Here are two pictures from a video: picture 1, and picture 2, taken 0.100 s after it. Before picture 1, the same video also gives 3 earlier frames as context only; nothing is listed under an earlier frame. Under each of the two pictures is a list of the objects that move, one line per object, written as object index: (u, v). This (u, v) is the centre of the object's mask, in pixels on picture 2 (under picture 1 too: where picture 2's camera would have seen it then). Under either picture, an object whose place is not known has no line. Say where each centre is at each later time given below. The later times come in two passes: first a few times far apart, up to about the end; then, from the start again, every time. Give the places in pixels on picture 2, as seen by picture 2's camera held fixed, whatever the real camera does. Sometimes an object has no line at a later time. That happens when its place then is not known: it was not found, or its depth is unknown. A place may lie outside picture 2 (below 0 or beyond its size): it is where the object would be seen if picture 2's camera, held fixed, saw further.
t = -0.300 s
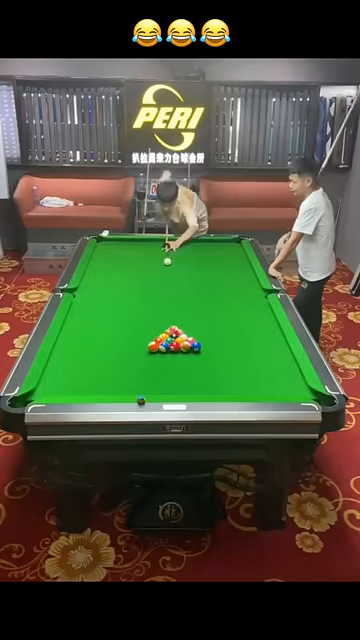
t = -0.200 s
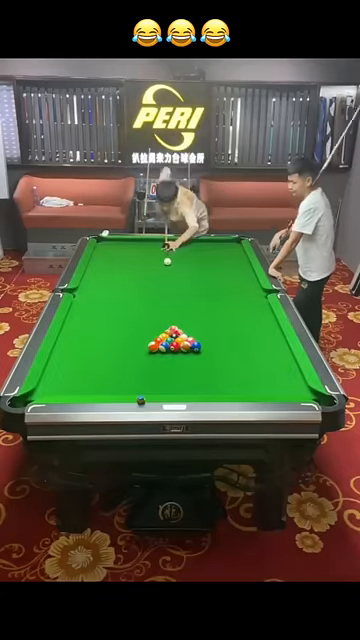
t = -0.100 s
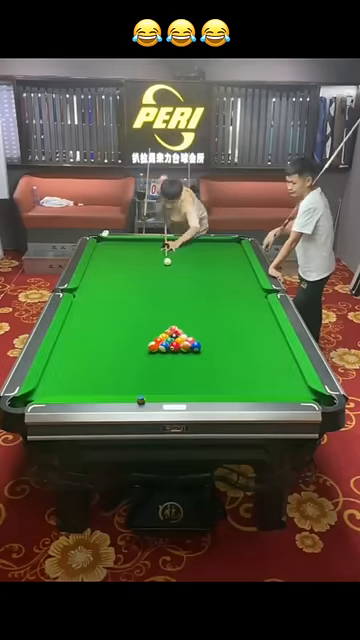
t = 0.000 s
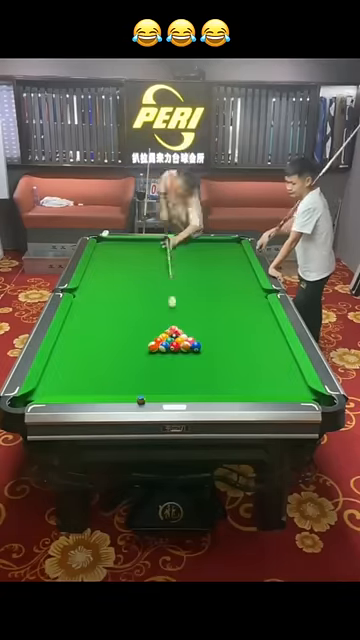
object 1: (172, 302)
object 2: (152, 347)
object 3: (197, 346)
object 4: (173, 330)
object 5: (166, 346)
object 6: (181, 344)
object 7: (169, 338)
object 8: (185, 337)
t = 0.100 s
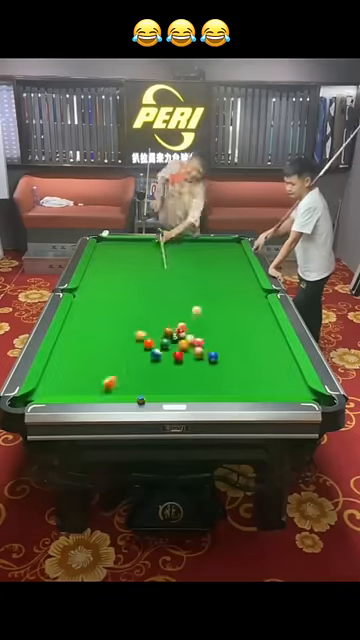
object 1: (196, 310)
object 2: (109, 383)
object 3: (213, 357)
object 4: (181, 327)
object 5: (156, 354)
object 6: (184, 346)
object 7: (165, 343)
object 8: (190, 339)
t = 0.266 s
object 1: (247, 303)
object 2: (67, 340)
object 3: (256, 382)
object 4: (187, 330)
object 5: (138, 374)
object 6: (191, 351)
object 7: (155, 348)
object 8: (204, 341)
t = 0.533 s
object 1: (230, 312)
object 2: (115, 292)
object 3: (294, 376)
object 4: (195, 325)
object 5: (111, 391)
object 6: (203, 360)
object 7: (139, 352)
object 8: (224, 343)
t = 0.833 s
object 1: (218, 332)
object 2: (162, 262)
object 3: (268, 357)
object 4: (203, 321)
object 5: (95, 371)
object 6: (223, 370)
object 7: (123, 356)
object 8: (247, 348)
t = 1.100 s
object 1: (210, 352)
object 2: (192, 242)
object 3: (263, 354)
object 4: (209, 317)
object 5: (85, 357)
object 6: (245, 377)
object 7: (110, 361)
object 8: (249, 338)
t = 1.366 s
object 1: (199, 375)
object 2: (232, 248)
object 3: (264, 354)
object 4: (215, 315)
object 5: (75, 347)
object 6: (267, 385)
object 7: (97, 364)
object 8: (247, 329)
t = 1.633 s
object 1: (189, 387)
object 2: (224, 256)
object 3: (264, 354)
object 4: (219, 312)
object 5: (68, 334)
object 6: (288, 390)
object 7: (85, 368)
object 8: (244, 321)
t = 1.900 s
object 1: (179, 374)
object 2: (205, 266)
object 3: (264, 355)
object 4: (223, 310)
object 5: (69, 325)
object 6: (302, 390)
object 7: (75, 372)
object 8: (243, 313)
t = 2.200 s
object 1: (171, 360)
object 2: (186, 272)
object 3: (264, 355)
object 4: (227, 308)
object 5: (81, 320)
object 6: (299, 389)
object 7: (64, 375)
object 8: (240, 306)
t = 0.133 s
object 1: (207, 306)
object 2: (90, 388)
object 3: (222, 362)
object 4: (185, 325)
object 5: (151, 360)
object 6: (185, 346)
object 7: (163, 344)
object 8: (193, 339)
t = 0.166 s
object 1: (218, 302)
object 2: (84, 375)
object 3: (230, 367)
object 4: (183, 331)
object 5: (147, 365)
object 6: (187, 348)
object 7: (160, 346)
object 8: (196, 339)
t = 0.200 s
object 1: (227, 301)
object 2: (77, 363)
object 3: (239, 372)
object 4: (185, 331)
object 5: (144, 368)
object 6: (188, 349)
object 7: (158, 347)
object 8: (199, 340)
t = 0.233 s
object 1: (237, 301)
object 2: (72, 350)
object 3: (247, 376)
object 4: (186, 330)
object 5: (140, 371)
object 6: (189, 350)
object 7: (156, 347)
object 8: (201, 341)
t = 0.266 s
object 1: (247, 303)
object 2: (67, 340)
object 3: (256, 382)
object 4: (187, 330)
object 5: (138, 374)
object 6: (191, 351)
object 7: (155, 348)
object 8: (204, 341)
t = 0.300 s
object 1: (257, 307)
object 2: (64, 331)
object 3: (264, 387)
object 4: (188, 329)
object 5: (132, 378)
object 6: (192, 352)
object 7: (153, 348)
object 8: (207, 341)
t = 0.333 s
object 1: (266, 312)
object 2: (68, 324)
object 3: (272, 389)
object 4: (189, 329)
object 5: (129, 384)
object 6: (194, 354)
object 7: (151, 348)
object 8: (209, 342)
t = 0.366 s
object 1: (265, 307)
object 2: (77, 317)
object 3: (278, 390)
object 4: (190, 328)
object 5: (124, 380)
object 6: (195, 355)
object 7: (149, 349)
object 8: (212, 343)
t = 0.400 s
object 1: (258, 305)
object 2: (85, 311)
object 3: (281, 389)
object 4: (192, 327)
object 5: (121, 390)
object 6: (196, 356)
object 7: (147, 349)
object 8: (214, 343)
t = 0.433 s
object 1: (251, 304)
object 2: (93, 306)
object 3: (285, 387)
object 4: (193, 327)
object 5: (120, 389)
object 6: (198, 357)
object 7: (145, 350)
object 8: (216, 343)
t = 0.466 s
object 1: (243, 304)
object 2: (101, 301)
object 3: (288, 383)
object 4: (194, 326)
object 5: (111, 393)
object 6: (200, 358)
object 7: (143, 351)
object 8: (219, 343)
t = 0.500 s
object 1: (236, 307)
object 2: (107, 296)
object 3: (291, 379)
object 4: (194, 325)
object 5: (112, 392)
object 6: (201, 359)
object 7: (141, 351)
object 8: (222, 343)
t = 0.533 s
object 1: (230, 312)
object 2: (115, 292)
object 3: (294, 376)
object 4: (195, 325)
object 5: (111, 391)
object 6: (203, 360)
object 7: (139, 352)
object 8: (224, 343)
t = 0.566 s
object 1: (228, 313)
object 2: (121, 288)
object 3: (297, 374)
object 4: (196, 325)
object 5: (109, 388)
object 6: (205, 362)
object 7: (137, 352)
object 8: (227, 344)
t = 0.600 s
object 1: (227, 315)
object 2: (127, 284)
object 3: (293, 372)
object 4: (197, 324)
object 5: (107, 383)
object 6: (206, 363)
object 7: (136, 353)
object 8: (230, 345)
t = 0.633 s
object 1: (224, 318)
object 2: (132, 280)
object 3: (289, 370)
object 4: (198, 324)
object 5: (105, 381)
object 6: (208, 364)
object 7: (134, 353)
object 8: (233, 345)
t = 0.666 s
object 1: (223, 320)
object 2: (137, 278)
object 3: (285, 367)
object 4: (199, 324)
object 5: (106, 381)
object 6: (209, 365)
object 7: (132, 354)
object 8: (235, 346)
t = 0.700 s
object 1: (222, 322)
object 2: (143, 274)
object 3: (282, 365)
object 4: (200, 323)
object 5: (106, 376)
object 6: (212, 366)
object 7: (131, 354)
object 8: (237, 346)
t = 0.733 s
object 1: (221, 325)
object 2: (148, 271)
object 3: (278, 363)
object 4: (201, 322)
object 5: (105, 375)
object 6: (215, 367)
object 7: (129, 355)
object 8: (240, 346)
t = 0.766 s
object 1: (220, 327)
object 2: (152, 268)
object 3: (275, 361)
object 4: (202, 322)
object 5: (100, 376)
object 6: (218, 368)
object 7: (127, 356)
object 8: (242, 347)
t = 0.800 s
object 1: (219, 329)
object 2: (157, 265)
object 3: (271, 359)
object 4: (202, 322)
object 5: (97, 373)
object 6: (220, 369)
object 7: (125, 356)
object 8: (244, 348)
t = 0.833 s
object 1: (218, 332)
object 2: (162, 262)
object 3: (268, 357)
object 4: (203, 321)
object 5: (95, 371)
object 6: (223, 370)
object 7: (123, 356)
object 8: (247, 348)
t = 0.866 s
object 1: (217, 334)
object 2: (166, 259)
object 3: (265, 355)
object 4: (204, 321)
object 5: (94, 369)
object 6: (226, 371)
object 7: (122, 357)
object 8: (249, 348)
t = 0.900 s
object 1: (216, 337)
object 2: (170, 256)
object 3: (261, 353)
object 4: (205, 320)
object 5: (92, 366)
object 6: (229, 372)
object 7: (120, 357)
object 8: (251, 348)
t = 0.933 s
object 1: (215, 339)
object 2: (174, 254)
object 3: (261, 353)
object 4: (206, 320)
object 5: (92, 366)
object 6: (231, 373)
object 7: (118, 358)
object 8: (251, 347)
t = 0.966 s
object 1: (214, 342)
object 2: (178, 251)
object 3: (262, 353)
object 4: (207, 319)
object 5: (92, 363)
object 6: (234, 374)
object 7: (117, 358)
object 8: (251, 345)
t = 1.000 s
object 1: (213, 344)
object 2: (181, 249)
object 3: (262, 353)
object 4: (207, 319)
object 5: (91, 362)
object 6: (237, 375)
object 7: (115, 359)
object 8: (250, 343)
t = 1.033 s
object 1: (212, 347)
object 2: (185, 246)
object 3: (263, 354)
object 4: (208, 318)
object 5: (89, 360)
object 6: (239, 376)
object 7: (113, 359)
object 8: (250, 341)
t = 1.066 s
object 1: (210, 349)
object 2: (188, 244)
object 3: (263, 354)
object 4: (209, 318)
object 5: (87, 360)
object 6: (242, 376)
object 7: (112, 360)
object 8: (250, 340)
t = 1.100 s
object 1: (210, 352)
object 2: (192, 242)
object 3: (263, 354)
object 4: (209, 317)
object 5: (85, 357)
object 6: (245, 377)
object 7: (110, 361)
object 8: (249, 338)
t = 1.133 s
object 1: (208, 354)
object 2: (196, 240)
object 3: (263, 354)
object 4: (211, 317)
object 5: (83, 356)
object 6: (248, 379)
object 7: (108, 361)
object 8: (248, 337)
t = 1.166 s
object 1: (207, 357)
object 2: (201, 240)
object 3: (263, 354)
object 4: (211, 317)
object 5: (81, 354)
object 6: (250, 379)
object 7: (107, 362)
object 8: (248, 336)
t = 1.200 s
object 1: (206, 360)
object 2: (206, 242)
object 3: (263, 354)
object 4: (211, 316)
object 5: (81, 352)
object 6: (253, 380)
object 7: (105, 362)
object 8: (247, 335)
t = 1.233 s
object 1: (205, 363)
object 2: (211, 243)
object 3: (264, 354)
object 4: (212, 316)
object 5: (80, 351)
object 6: (256, 381)
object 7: (103, 363)
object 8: (247, 333)
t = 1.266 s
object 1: (203, 366)
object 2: (217, 244)
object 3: (264, 354)
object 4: (213, 316)
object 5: (80, 348)
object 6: (258, 382)
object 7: (102, 363)
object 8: (247, 332)
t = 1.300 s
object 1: (202, 369)
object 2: (222, 246)
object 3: (264, 354)
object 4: (213, 315)
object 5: (80, 347)
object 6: (261, 383)
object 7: (101, 364)
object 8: (247, 331)
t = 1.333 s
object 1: (201, 372)
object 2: (227, 246)
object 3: (264, 354)
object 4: (214, 315)
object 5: (78, 346)
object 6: (264, 384)
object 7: (99, 364)
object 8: (247, 330)
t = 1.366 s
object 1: (199, 375)
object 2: (232, 248)
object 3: (264, 354)
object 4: (215, 315)
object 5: (75, 347)
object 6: (267, 385)
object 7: (97, 364)
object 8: (247, 329)
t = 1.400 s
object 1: (198, 378)
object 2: (238, 249)
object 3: (265, 355)
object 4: (216, 314)
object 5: (73, 345)
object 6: (269, 386)
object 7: (96, 365)
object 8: (247, 328)
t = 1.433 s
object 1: (197, 381)
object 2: (240, 249)
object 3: (264, 355)
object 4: (216, 314)
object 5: (72, 343)
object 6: (272, 386)
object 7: (94, 366)
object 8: (247, 327)
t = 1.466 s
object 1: (195, 384)
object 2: (238, 250)
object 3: (264, 355)
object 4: (217, 313)
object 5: (70, 341)
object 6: (275, 387)
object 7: (93, 367)
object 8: (246, 325)
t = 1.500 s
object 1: (194, 387)
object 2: (235, 252)
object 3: (265, 355)
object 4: (218, 313)
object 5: (68, 341)
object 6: (277, 387)
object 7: (92, 367)
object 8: (246, 325)
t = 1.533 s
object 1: (192, 388)
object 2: (232, 253)
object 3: (265, 354)
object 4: (218, 313)
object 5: (68, 339)
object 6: (280, 388)
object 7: (90, 367)
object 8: (245, 324)
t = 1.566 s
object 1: (191, 391)
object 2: (229, 254)
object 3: (265, 354)
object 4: (218, 313)
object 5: (68, 339)
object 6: (283, 389)
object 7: (89, 367)
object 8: (245, 323)
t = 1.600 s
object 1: (190, 389)
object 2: (226, 255)
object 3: (264, 354)
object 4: (219, 312)
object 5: (68, 336)
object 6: (286, 389)
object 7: (87, 368)
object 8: (245, 322)
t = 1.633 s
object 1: (189, 387)
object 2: (224, 256)
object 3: (264, 354)
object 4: (219, 312)
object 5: (68, 334)
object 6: (288, 390)
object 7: (85, 368)
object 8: (244, 321)
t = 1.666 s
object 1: (187, 386)
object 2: (221, 258)
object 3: (264, 354)
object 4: (220, 312)
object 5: (67, 333)
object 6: (291, 391)
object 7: (85, 368)
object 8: (244, 319)
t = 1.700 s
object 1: (186, 385)
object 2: (219, 259)
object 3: (264, 354)
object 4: (220, 311)
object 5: (67, 333)
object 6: (293, 391)
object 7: (83, 369)
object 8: (244, 318)
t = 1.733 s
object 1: (185, 382)
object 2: (217, 261)
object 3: (264, 354)
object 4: (221, 311)
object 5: (67, 332)
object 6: (294, 391)
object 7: (81, 370)
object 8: (244, 318)
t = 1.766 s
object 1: (184, 381)
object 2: (215, 262)
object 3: (264, 354)
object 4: (222, 311)
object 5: (67, 332)
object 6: (296, 390)
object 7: (80, 370)
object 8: (244, 317)
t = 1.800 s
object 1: (183, 379)
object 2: (212, 263)
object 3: (264, 354)
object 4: (222, 311)
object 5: (68, 331)
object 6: (297, 390)
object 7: (79, 370)
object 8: (243, 316)
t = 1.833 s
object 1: (182, 377)
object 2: (210, 264)
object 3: (264, 354)
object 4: (223, 311)
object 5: (68, 328)
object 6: (298, 390)
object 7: (77, 371)
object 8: (243, 316)
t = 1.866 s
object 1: (180, 375)
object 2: (208, 265)
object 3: (264, 355)
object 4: (223, 310)
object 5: (69, 326)
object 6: (301, 389)
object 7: (76, 371)
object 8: (243, 314)
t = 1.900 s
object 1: (179, 374)
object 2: (205, 266)
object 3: (264, 355)
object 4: (223, 310)
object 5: (69, 325)
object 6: (302, 390)
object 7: (75, 372)
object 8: (243, 313)
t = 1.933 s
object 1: (178, 372)
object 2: (203, 268)
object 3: (264, 355)
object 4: (224, 310)
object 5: (70, 326)
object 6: (303, 390)
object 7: (74, 372)
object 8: (243, 313)
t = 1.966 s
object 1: (177, 371)
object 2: (200, 269)
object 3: (264, 355)
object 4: (225, 309)
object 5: (72, 325)
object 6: (305, 389)
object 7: (72, 372)
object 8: (243, 312)
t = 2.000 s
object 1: (176, 369)
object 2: (198, 270)
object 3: (264, 355)
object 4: (225, 309)
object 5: (74, 324)
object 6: (305, 390)
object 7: (71, 372)
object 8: (242, 311)
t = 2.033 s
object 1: (175, 368)
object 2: (196, 272)
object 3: (264, 355)
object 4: (225, 309)
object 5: (75, 323)
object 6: (304, 390)
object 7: (70, 373)
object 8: (242, 310)
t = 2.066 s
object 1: (174, 366)
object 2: (194, 273)
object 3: (264, 355)
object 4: (226, 309)
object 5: (78, 324)
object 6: (304, 389)
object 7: (68, 373)
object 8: (241, 310)
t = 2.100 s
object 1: (173, 365)
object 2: (192, 274)
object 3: (264, 355)
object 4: (226, 309)
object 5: (80, 322)
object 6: (302, 389)
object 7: (67, 374)
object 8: (241, 309)
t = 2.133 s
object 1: (172, 363)
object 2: (190, 273)
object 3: (264, 355)
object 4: (227, 308)
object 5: (81, 321)
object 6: (301, 389)
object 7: (66, 374)
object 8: (241, 308)
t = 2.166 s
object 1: (171, 362)
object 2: (187, 272)
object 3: (264, 355)
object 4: (227, 308)
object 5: (80, 322)
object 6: (301, 389)
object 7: (65, 375)
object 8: (240, 307)
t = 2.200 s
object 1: (171, 360)
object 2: (186, 272)
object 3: (264, 355)
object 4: (227, 308)
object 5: (81, 320)
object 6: (299, 389)
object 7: (64, 375)
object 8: (240, 306)
